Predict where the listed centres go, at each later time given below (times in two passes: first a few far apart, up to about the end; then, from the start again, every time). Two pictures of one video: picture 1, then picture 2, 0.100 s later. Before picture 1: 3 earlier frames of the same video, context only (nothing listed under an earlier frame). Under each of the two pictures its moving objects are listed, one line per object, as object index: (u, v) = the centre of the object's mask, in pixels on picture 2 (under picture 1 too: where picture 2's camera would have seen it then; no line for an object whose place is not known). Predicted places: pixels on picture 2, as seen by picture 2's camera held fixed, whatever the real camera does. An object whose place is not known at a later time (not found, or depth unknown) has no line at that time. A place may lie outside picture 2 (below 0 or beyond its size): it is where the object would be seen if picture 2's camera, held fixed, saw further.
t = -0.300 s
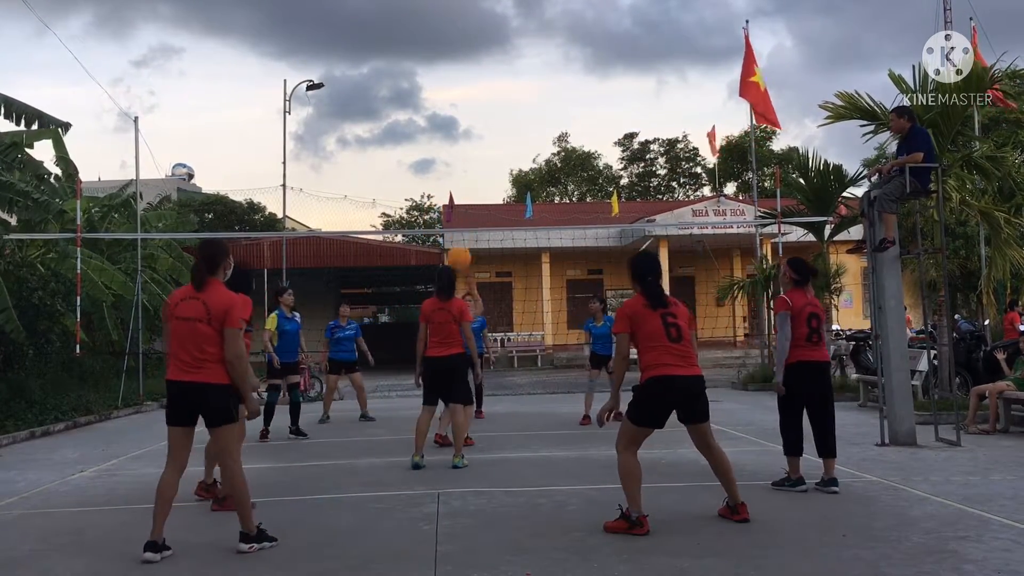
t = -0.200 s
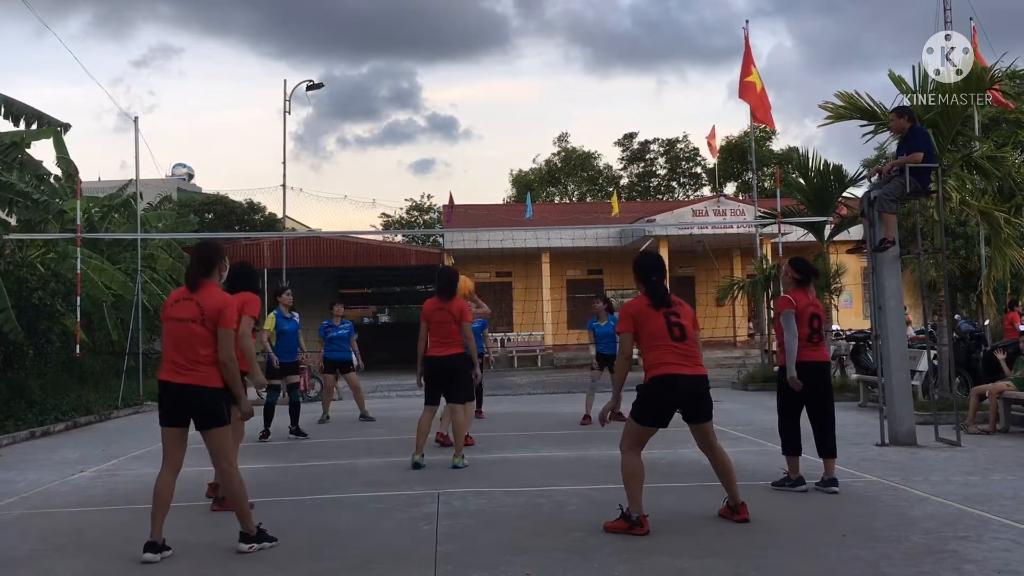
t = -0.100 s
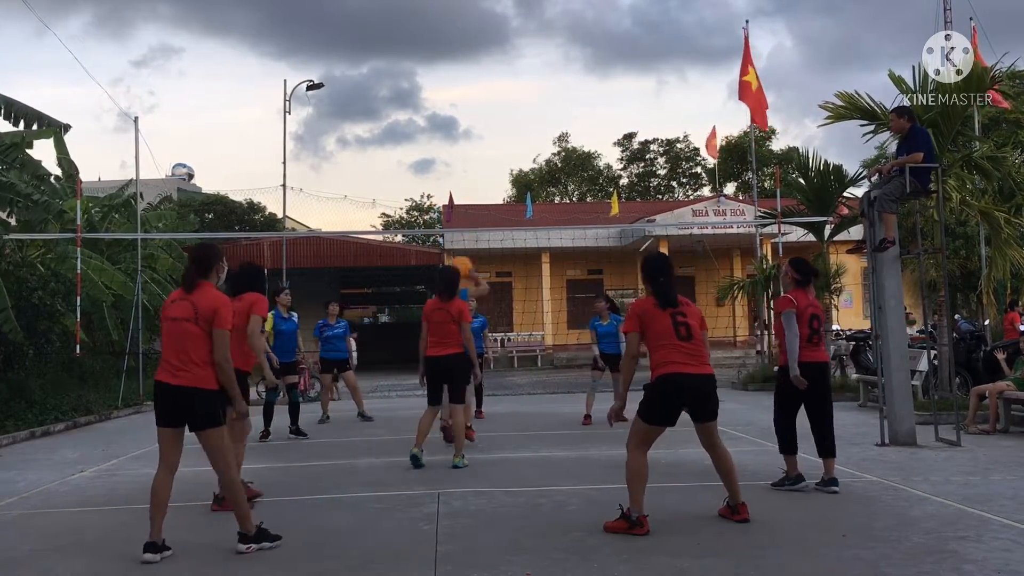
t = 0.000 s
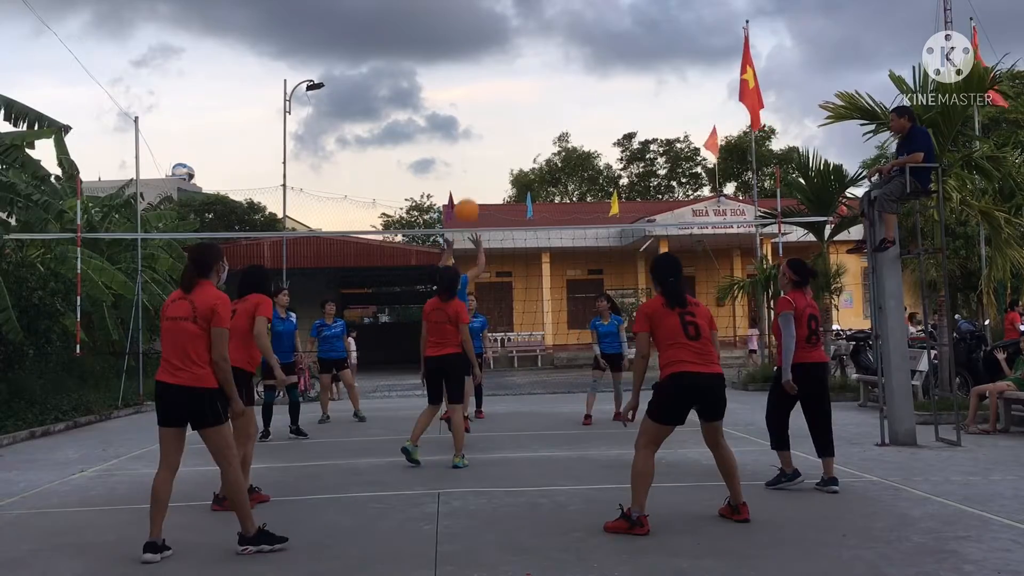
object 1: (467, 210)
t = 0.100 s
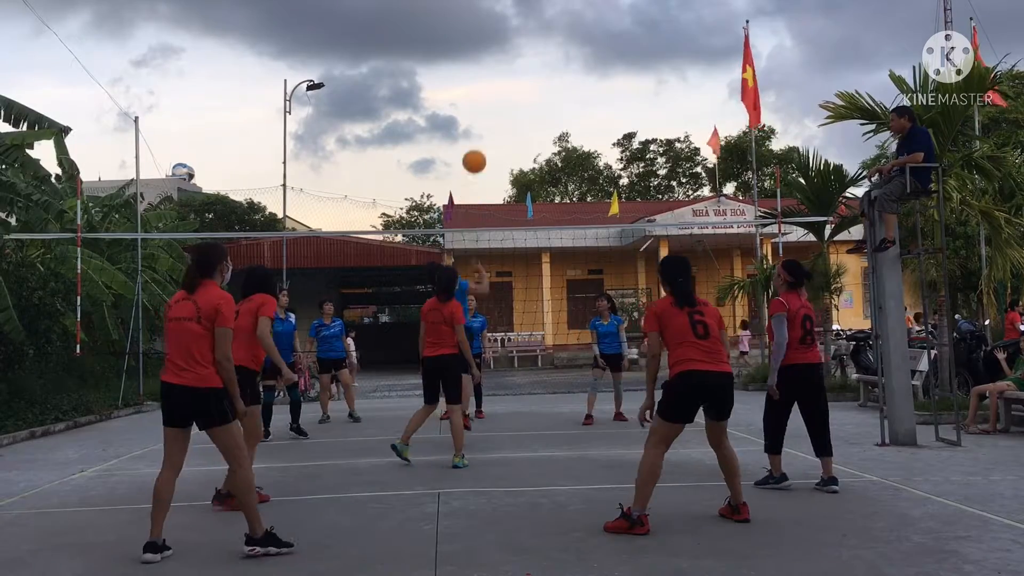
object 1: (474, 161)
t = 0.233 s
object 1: (484, 113)
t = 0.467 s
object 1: (502, 71)
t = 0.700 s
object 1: (519, 79)
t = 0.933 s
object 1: (537, 132)
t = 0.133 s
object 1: (477, 147)
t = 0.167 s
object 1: (479, 135)
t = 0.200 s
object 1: (482, 123)
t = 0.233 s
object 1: (484, 113)
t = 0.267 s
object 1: (487, 103)
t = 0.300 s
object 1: (489, 95)
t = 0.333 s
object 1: (492, 88)
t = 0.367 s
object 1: (494, 82)
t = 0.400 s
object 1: (497, 77)
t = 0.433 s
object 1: (499, 73)
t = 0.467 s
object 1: (502, 71)
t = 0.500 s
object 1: (504, 69)
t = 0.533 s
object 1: (507, 68)
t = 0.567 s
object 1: (509, 68)
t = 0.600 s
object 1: (512, 69)
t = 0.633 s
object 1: (514, 71)
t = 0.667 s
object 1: (517, 75)
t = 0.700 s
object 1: (519, 79)
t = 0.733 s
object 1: (522, 84)
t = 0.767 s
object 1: (524, 89)
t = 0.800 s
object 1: (527, 96)
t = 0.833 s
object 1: (529, 104)
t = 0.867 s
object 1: (532, 112)
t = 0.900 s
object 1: (534, 121)
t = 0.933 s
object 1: (537, 132)
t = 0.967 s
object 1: (540, 143)
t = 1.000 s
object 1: (543, 155)
